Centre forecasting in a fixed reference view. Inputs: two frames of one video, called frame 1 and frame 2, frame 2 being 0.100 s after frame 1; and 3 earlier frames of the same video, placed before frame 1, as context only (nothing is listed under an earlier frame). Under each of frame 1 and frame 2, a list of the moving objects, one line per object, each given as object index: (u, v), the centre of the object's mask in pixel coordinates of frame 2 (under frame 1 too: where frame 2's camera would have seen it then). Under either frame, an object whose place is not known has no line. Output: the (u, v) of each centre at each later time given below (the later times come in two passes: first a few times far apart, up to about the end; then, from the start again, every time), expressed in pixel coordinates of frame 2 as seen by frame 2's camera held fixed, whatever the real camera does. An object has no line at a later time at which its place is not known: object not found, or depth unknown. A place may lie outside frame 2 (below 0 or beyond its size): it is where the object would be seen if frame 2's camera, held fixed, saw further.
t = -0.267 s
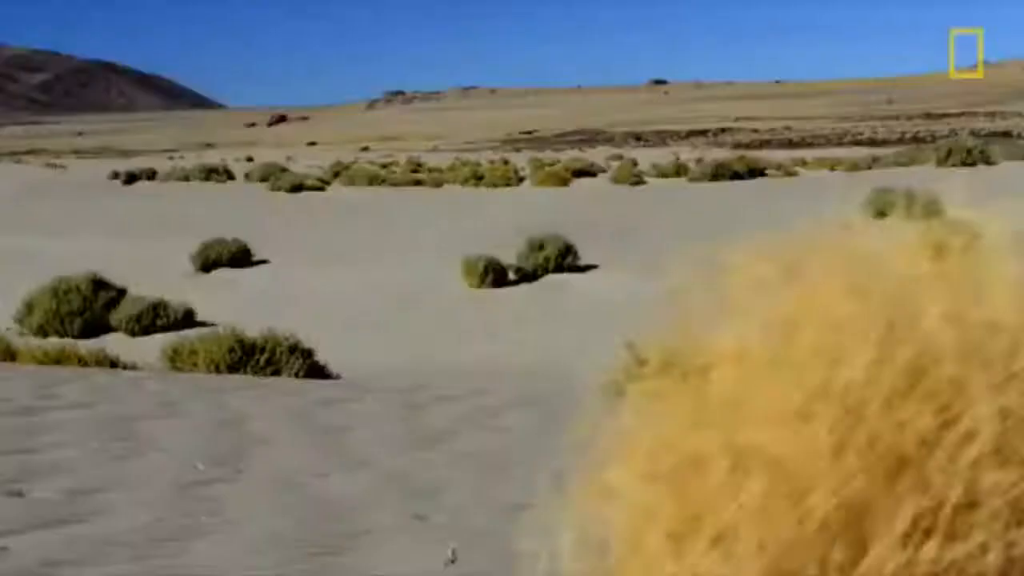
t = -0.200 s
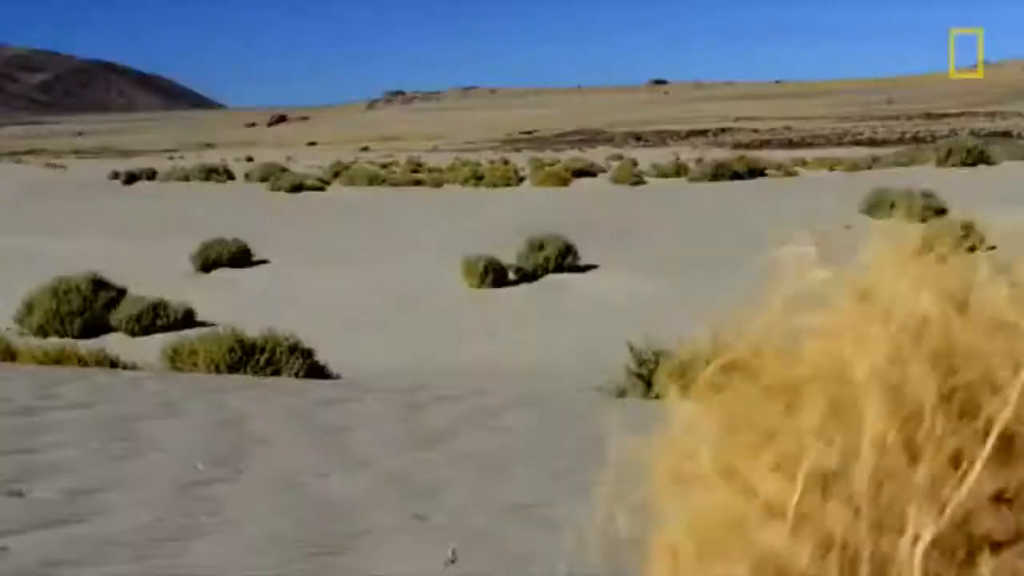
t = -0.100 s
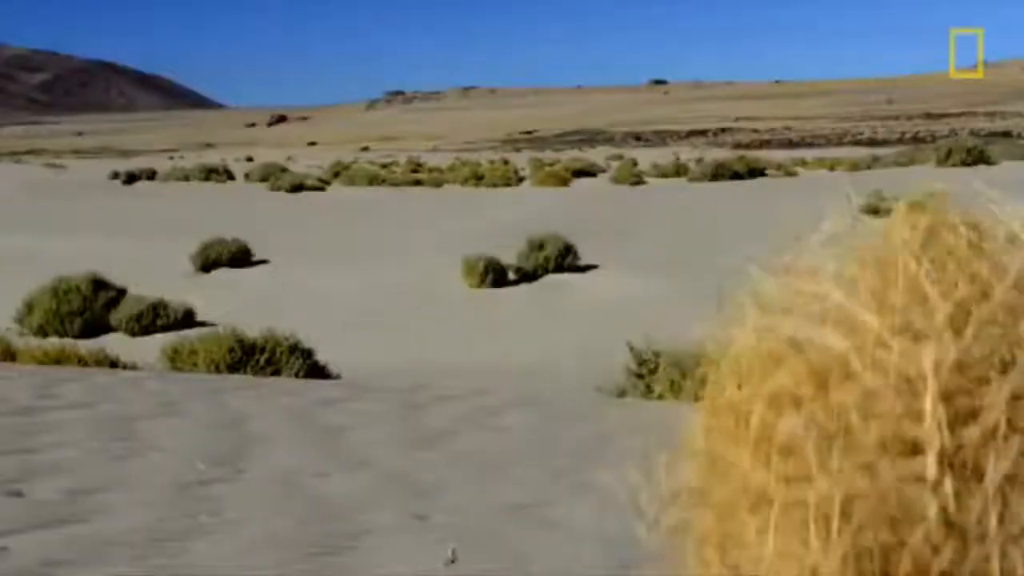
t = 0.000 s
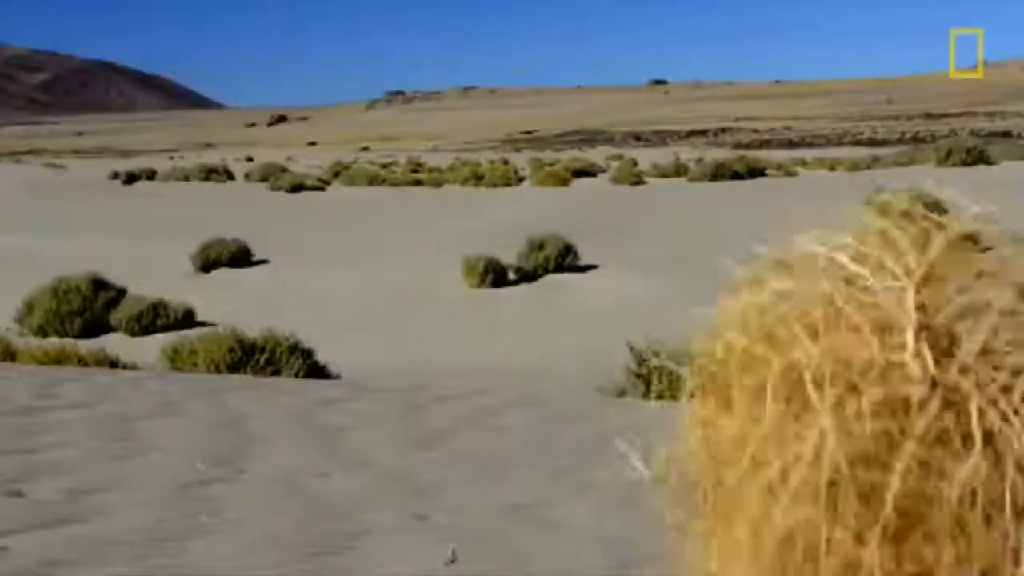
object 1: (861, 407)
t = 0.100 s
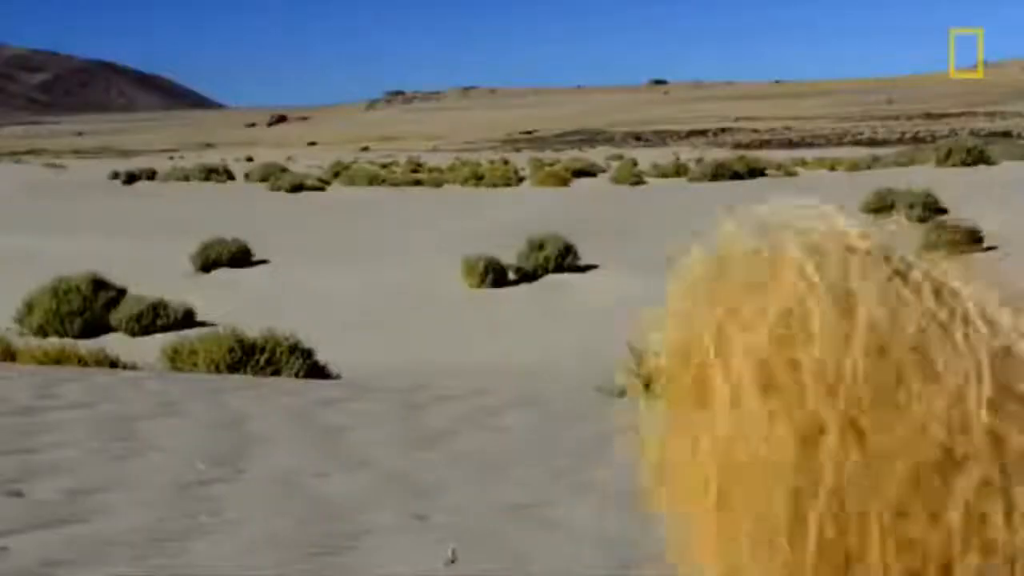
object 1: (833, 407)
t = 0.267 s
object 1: (784, 430)
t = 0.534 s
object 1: (650, 398)
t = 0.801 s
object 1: (587, 396)
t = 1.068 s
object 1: (515, 373)
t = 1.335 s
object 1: (444, 374)
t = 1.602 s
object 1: (411, 341)
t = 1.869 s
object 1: (360, 346)
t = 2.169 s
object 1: (305, 343)
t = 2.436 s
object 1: (245, 341)
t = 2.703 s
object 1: (244, 328)
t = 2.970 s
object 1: (257, 331)
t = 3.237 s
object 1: (266, 323)
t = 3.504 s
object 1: (265, 330)
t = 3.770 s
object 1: (302, 332)
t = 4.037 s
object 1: (335, 329)
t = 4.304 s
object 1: (355, 321)
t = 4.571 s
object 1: (383, 337)
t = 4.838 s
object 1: (391, 337)
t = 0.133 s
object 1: (830, 405)
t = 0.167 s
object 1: (823, 403)
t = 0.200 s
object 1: (801, 419)
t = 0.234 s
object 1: (793, 425)
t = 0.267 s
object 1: (784, 430)
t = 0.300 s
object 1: (766, 436)
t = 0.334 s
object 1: (743, 438)
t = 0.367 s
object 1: (719, 425)
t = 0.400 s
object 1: (700, 412)
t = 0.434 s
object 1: (693, 400)
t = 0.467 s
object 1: (678, 398)
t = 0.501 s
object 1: (666, 400)
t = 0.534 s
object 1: (650, 398)
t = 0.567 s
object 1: (644, 399)
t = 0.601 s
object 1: (637, 398)
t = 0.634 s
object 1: (632, 405)
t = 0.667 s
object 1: (626, 410)
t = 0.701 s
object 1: (601, 402)
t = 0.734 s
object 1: (599, 401)
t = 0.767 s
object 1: (586, 398)
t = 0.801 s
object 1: (587, 396)
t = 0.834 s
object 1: (577, 393)
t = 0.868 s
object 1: (560, 382)
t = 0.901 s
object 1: (556, 377)
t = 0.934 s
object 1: (550, 376)
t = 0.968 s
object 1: (543, 375)
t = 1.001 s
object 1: (536, 374)
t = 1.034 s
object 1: (525, 374)
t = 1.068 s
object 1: (515, 373)
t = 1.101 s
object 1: (509, 368)
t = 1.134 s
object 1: (501, 364)
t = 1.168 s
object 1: (496, 363)
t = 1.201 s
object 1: (481, 372)
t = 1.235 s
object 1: (470, 377)
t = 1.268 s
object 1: (461, 381)
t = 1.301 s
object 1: (452, 382)
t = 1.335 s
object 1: (444, 374)
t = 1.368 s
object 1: (430, 351)
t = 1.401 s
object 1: (427, 345)
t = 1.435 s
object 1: (424, 344)
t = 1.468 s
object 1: (421, 344)
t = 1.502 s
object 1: (418, 345)
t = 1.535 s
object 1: (413, 343)
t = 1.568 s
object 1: (412, 342)
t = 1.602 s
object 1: (411, 341)
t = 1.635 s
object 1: (408, 345)
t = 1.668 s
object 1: (405, 350)
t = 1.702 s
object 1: (396, 357)
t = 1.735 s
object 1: (392, 355)
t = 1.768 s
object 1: (386, 352)
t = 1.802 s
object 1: (379, 350)
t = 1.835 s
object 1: (372, 350)
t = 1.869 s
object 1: (360, 346)
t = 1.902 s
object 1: (352, 344)
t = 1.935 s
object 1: (348, 343)
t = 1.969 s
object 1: (344, 342)
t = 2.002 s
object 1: (342, 342)
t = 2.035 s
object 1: (329, 342)
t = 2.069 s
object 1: (314, 341)
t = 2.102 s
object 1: (312, 342)
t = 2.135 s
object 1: (310, 343)
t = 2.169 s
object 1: (305, 343)
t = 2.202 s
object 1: (300, 346)
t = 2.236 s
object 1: (297, 345)
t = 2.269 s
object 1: (288, 347)
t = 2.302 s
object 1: (281, 346)
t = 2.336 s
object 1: (271, 347)
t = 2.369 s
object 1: (261, 347)
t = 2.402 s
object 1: (252, 343)
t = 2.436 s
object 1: (245, 341)
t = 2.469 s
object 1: (243, 339)
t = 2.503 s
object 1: (241, 336)
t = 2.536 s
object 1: (241, 332)
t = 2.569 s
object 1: (241, 331)
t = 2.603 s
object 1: (242, 332)
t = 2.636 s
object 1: (241, 331)
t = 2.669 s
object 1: (242, 329)
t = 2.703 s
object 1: (244, 328)
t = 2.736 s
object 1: (245, 328)
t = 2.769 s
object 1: (245, 328)
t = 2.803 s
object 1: (244, 328)
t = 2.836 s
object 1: (245, 331)
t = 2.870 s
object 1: (251, 335)
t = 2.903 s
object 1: (252, 334)
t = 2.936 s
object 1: (252, 334)
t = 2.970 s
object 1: (257, 331)
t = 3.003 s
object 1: (259, 330)
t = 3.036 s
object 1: (263, 327)
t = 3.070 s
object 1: (264, 328)
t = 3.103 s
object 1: (265, 327)
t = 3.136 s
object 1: (266, 326)
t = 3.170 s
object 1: (266, 324)
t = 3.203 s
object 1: (266, 323)
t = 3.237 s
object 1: (266, 323)
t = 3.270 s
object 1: (266, 323)
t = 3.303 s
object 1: (266, 324)
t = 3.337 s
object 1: (265, 324)
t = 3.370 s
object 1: (265, 324)
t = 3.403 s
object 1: (265, 324)
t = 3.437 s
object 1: (264, 324)
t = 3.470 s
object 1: (266, 326)
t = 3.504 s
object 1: (265, 330)
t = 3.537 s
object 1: (271, 338)
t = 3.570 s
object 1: (271, 338)
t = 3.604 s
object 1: (275, 337)
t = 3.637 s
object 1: (278, 336)
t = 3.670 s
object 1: (284, 334)
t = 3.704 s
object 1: (293, 333)
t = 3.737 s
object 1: (298, 333)
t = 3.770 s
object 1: (302, 332)
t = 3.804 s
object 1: (306, 330)
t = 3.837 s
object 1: (310, 328)
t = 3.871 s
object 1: (313, 325)
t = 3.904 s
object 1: (317, 327)
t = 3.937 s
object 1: (322, 330)
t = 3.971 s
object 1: (324, 332)
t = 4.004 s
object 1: (325, 331)
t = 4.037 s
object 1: (335, 329)
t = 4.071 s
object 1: (340, 326)
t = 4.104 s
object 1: (341, 325)
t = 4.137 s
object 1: (344, 326)
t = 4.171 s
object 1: (347, 326)
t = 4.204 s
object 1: (349, 326)
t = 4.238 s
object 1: (351, 324)
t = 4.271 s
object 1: (353, 321)
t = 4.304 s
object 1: (355, 321)
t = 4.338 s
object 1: (358, 322)
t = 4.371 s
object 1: (362, 331)
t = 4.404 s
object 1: (364, 335)
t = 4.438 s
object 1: (370, 339)
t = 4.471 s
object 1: (373, 339)
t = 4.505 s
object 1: (376, 339)
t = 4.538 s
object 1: (381, 339)
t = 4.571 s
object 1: (383, 337)
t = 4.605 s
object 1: (384, 335)
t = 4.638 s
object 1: (385, 333)
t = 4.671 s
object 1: (385, 333)
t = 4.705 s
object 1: (386, 335)
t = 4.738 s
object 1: (388, 337)
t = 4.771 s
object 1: (389, 338)
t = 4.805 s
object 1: (390, 338)
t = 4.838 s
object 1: (391, 337)
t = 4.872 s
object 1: (396, 333)
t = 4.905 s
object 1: (396, 332)
